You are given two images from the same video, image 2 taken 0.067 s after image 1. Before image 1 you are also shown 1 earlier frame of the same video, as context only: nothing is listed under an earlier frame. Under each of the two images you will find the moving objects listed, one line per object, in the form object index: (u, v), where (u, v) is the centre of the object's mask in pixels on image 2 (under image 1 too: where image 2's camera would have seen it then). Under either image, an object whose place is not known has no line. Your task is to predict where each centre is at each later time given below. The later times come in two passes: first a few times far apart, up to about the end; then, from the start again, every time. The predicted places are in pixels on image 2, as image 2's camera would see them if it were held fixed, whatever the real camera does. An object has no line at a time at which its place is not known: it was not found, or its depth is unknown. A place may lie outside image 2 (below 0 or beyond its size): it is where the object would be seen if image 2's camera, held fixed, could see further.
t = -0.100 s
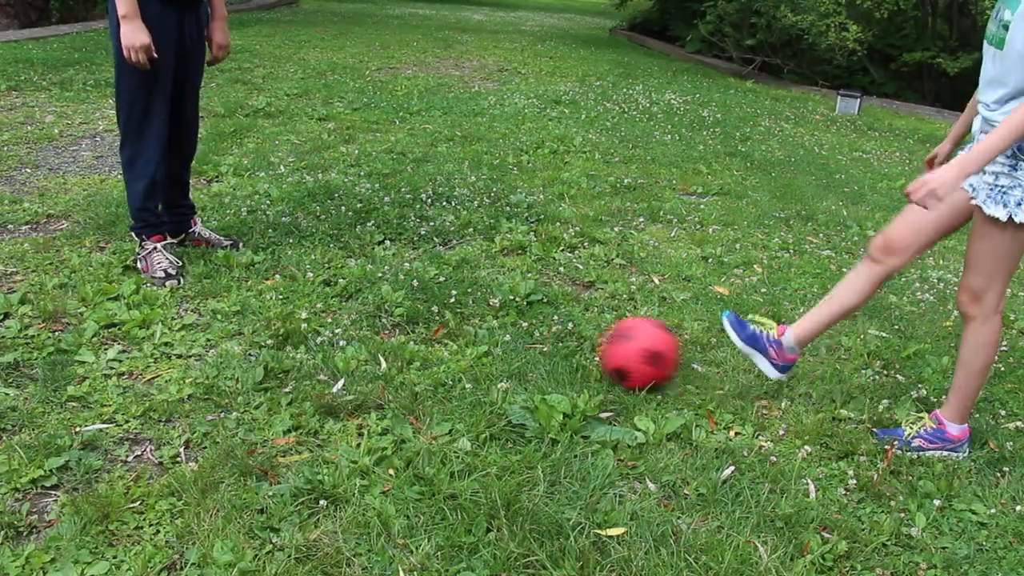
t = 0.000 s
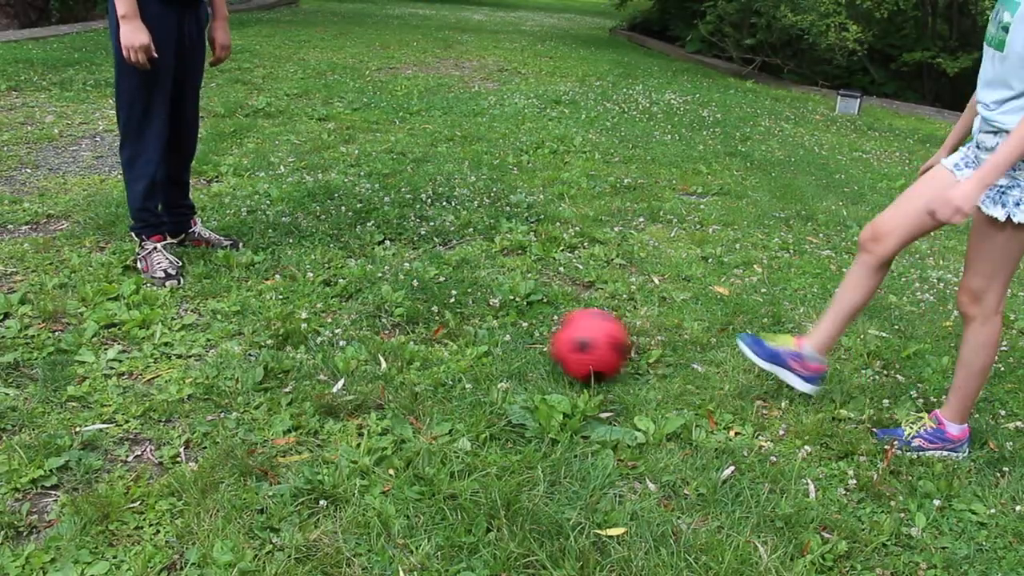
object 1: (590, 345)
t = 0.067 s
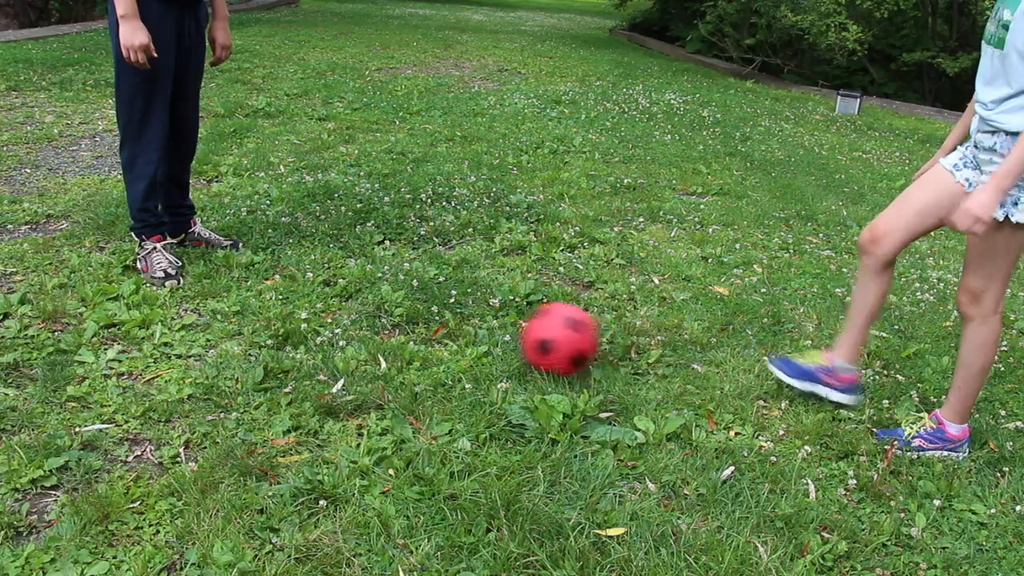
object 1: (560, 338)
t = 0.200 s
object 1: (501, 337)
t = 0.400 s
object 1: (438, 328)
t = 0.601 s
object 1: (413, 321)
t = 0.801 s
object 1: (421, 320)
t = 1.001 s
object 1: (437, 320)
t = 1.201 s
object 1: (436, 322)
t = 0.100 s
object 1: (545, 337)
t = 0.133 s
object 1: (530, 337)
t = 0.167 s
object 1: (515, 337)
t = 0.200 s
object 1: (501, 337)
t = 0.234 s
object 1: (489, 334)
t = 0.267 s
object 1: (478, 331)
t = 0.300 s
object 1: (467, 328)
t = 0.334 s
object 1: (456, 327)
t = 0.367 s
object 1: (447, 327)
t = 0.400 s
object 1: (438, 328)
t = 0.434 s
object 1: (430, 328)
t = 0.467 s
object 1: (423, 327)
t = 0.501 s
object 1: (419, 325)
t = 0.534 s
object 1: (416, 323)
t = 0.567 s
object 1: (413, 321)
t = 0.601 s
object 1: (413, 321)
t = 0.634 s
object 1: (412, 321)
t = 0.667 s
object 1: (413, 321)
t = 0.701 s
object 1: (414, 321)
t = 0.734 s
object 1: (416, 321)
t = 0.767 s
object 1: (418, 320)
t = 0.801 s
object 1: (421, 320)
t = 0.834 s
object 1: (424, 320)
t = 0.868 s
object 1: (427, 320)
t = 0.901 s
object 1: (430, 320)
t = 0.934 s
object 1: (433, 320)
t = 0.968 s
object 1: (436, 320)
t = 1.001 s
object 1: (437, 320)
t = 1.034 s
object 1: (438, 320)
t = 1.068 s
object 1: (438, 320)
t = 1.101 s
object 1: (438, 321)
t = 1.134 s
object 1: (437, 321)
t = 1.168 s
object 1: (436, 322)
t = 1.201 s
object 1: (436, 322)
